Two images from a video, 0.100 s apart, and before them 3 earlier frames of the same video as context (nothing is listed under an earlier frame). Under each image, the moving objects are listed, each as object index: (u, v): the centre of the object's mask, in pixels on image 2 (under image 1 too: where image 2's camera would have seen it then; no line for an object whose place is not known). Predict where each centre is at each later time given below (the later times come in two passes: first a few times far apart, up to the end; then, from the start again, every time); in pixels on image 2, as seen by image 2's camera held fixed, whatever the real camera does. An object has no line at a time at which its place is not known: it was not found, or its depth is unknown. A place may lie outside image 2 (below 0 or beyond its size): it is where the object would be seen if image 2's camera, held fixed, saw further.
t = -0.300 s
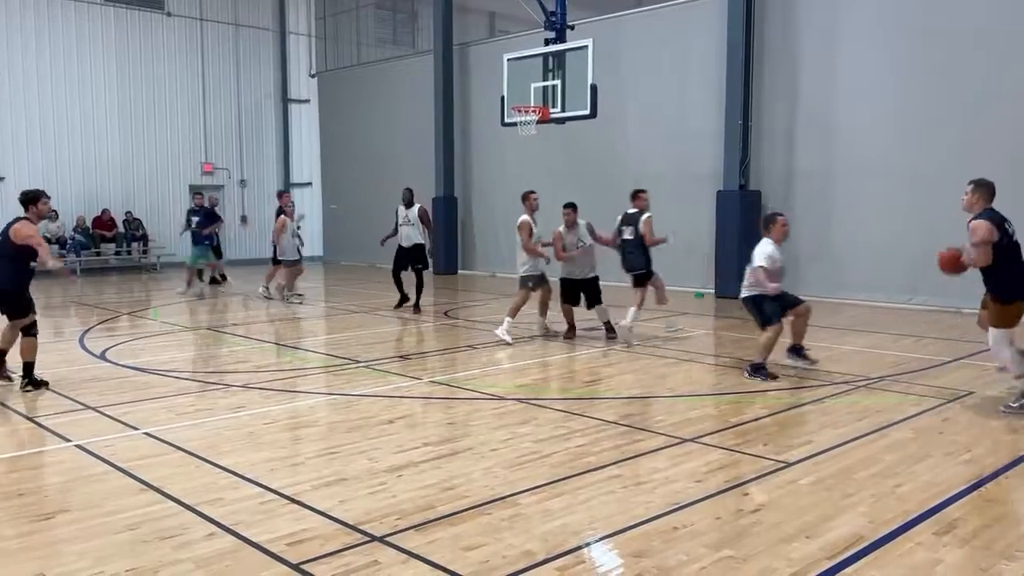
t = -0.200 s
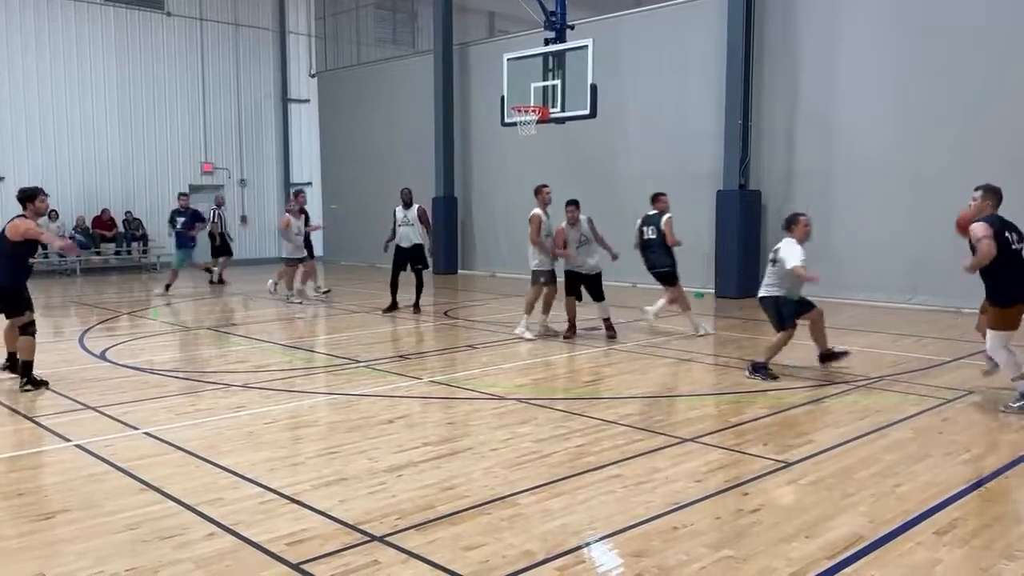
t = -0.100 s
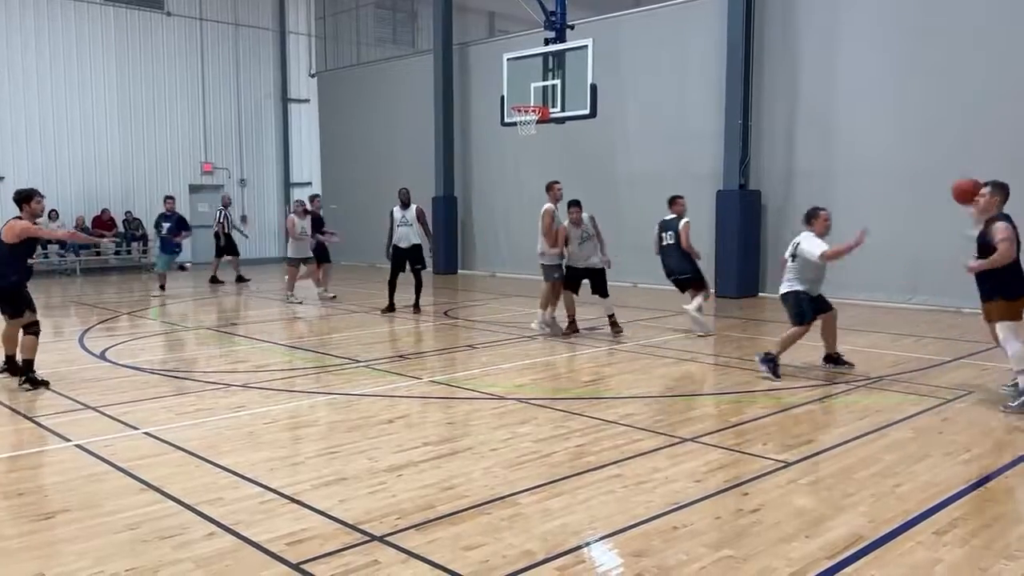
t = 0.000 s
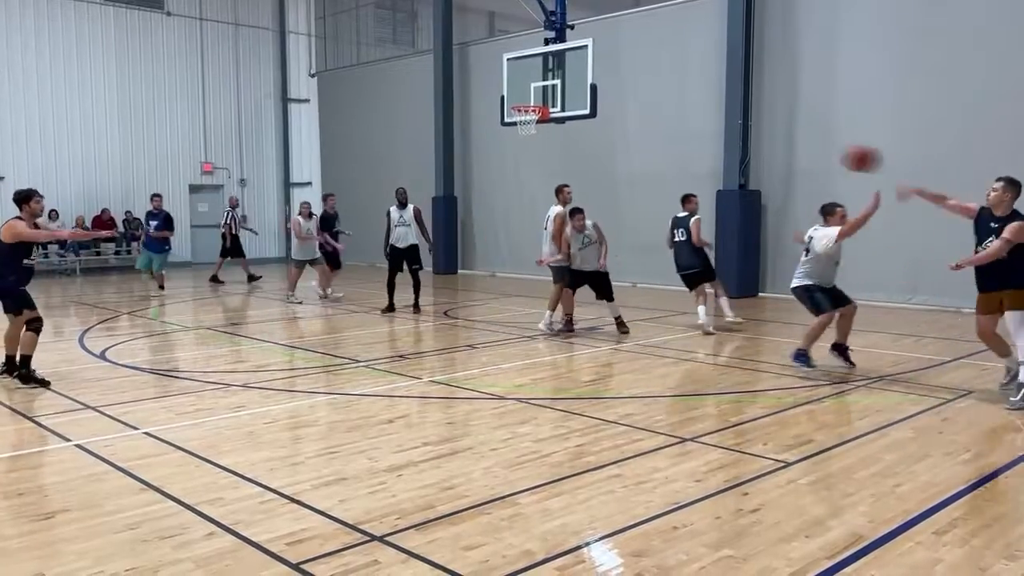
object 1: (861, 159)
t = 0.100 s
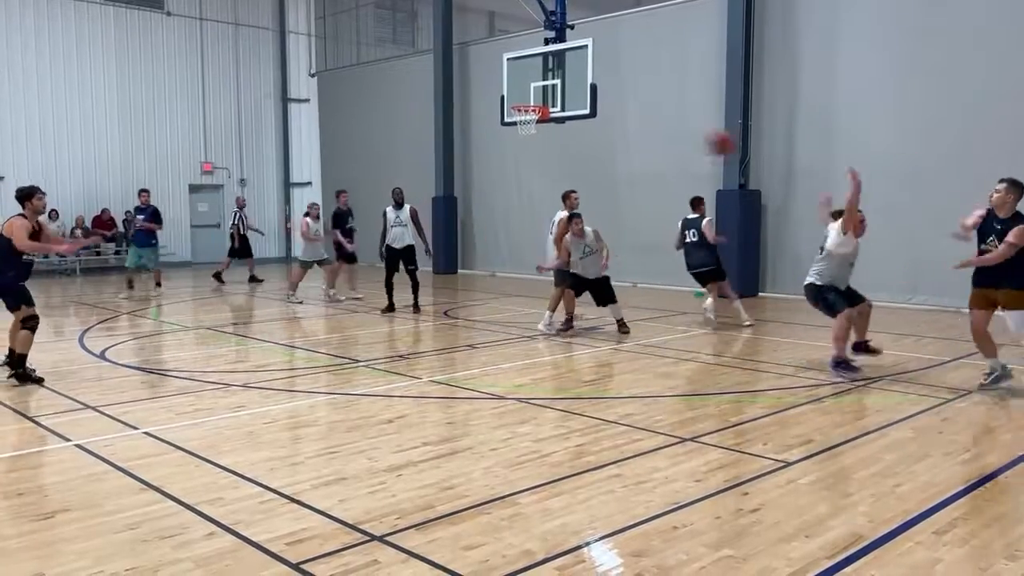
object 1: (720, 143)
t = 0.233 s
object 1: (551, 140)
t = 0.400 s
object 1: (350, 155)
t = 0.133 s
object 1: (679, 140)
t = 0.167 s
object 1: (635, 139)
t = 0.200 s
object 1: (592, 139)
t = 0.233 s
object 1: (551, 140)
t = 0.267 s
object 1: (509, 141)
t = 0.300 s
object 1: (470, 143)
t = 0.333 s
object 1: (426, 147)
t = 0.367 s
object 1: (389, 152)
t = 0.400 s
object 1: (350, 155)
